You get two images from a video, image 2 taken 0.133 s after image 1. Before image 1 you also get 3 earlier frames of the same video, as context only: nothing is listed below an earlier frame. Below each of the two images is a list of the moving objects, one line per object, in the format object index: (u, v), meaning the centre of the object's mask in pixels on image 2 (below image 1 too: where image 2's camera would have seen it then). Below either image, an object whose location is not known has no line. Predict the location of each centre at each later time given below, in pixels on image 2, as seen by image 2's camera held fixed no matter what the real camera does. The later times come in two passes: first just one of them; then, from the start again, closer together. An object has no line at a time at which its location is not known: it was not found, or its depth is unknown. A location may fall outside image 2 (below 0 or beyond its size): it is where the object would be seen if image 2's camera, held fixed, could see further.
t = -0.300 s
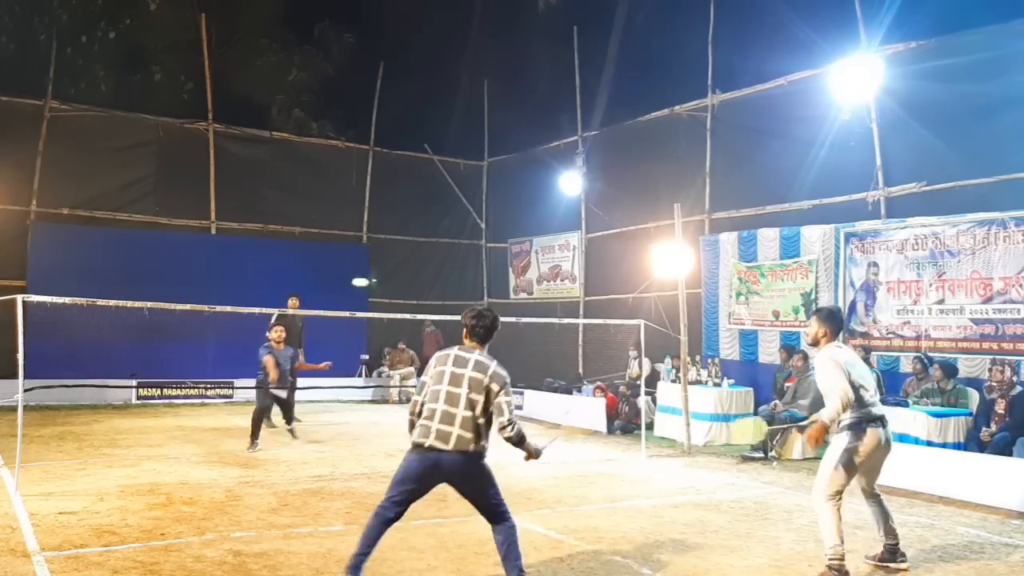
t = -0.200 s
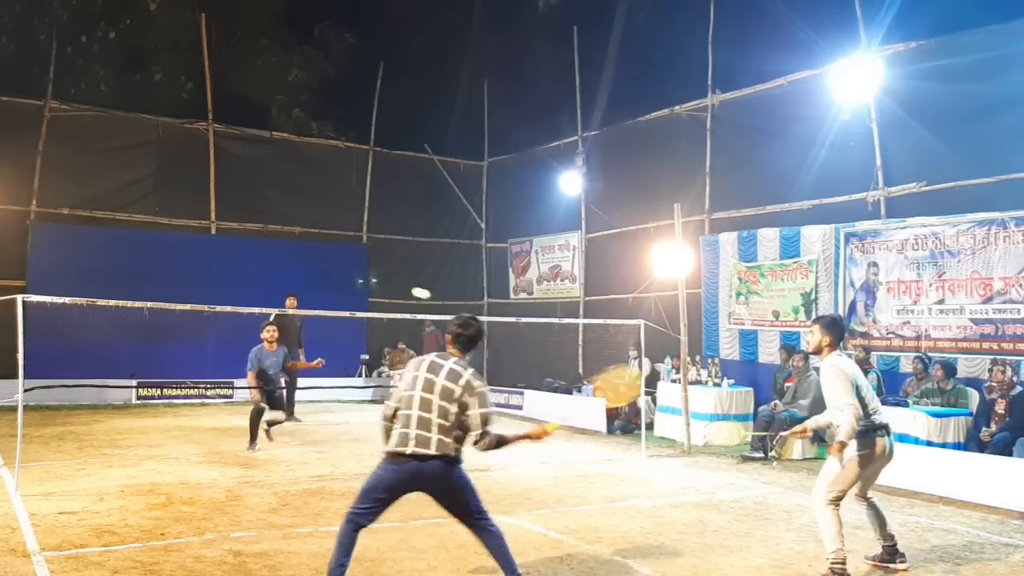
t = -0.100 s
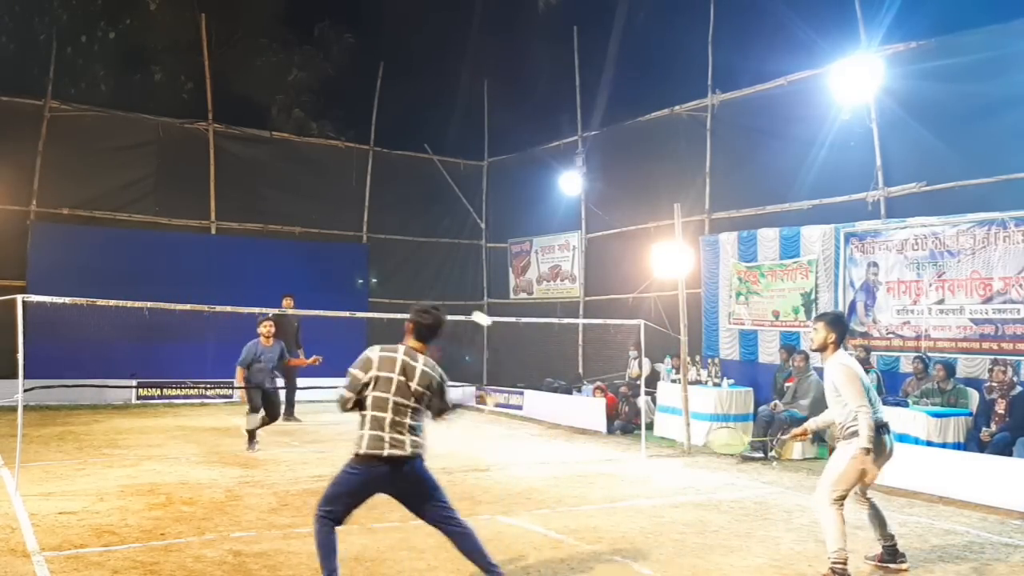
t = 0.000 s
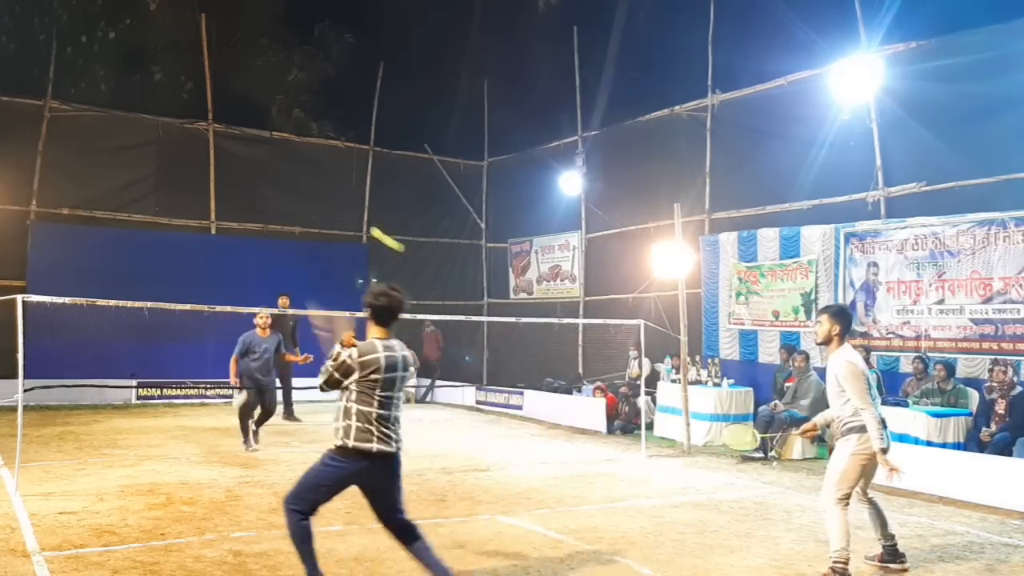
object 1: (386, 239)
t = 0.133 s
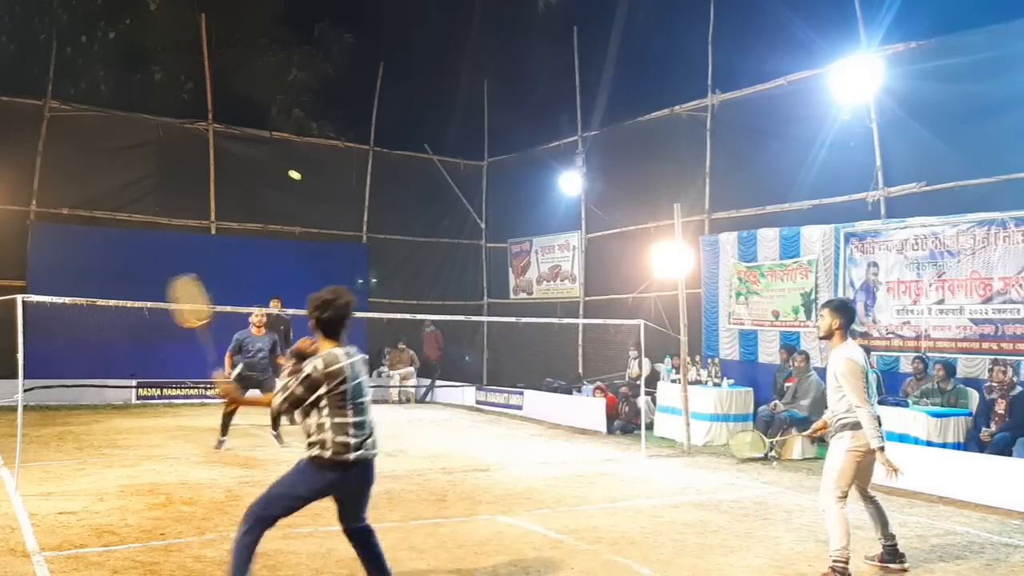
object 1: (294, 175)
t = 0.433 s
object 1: (235, 169)
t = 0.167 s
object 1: (283, 169)
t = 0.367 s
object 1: (243, 164)
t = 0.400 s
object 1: (239, 166)
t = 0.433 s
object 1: (235, 169)
